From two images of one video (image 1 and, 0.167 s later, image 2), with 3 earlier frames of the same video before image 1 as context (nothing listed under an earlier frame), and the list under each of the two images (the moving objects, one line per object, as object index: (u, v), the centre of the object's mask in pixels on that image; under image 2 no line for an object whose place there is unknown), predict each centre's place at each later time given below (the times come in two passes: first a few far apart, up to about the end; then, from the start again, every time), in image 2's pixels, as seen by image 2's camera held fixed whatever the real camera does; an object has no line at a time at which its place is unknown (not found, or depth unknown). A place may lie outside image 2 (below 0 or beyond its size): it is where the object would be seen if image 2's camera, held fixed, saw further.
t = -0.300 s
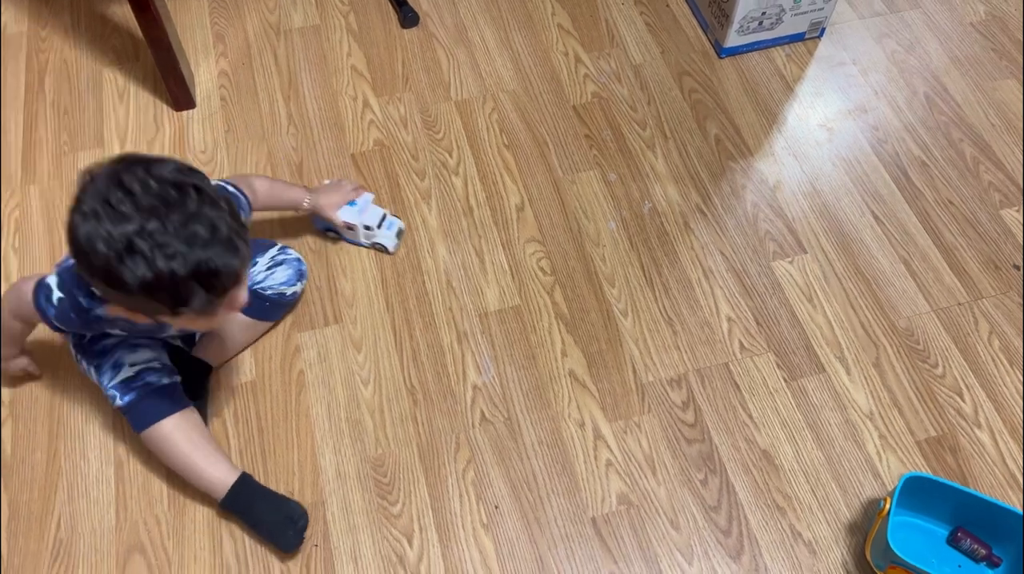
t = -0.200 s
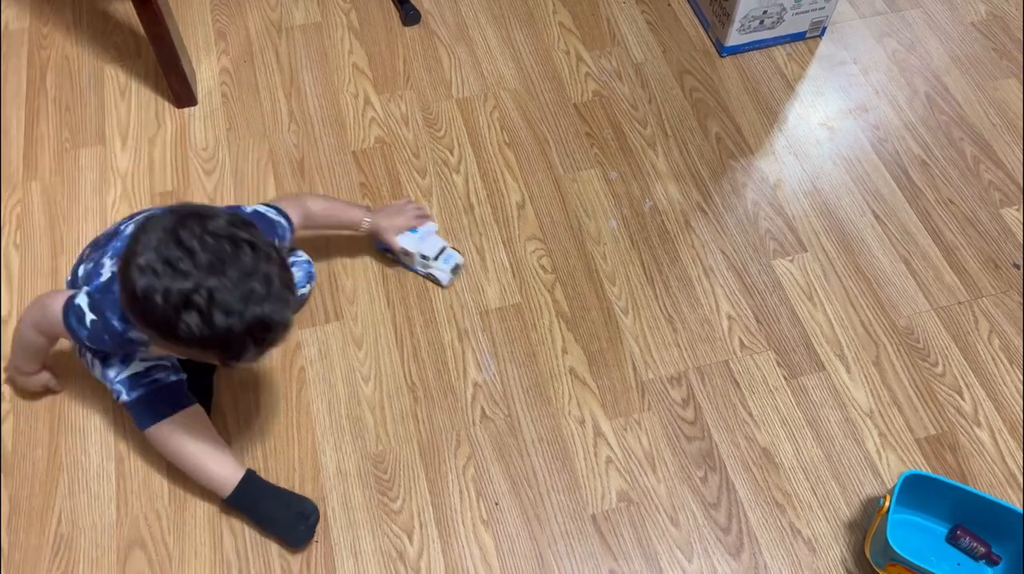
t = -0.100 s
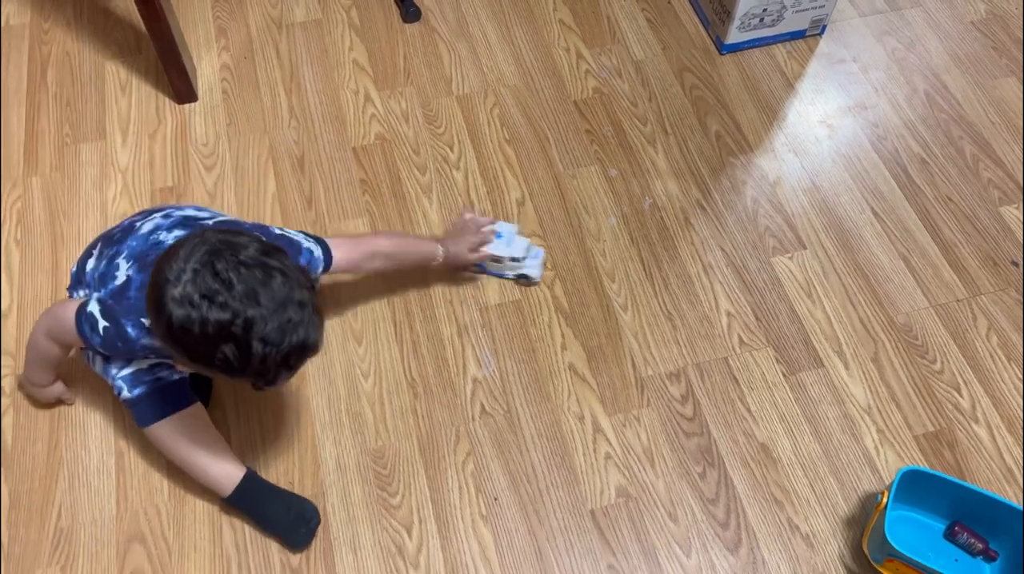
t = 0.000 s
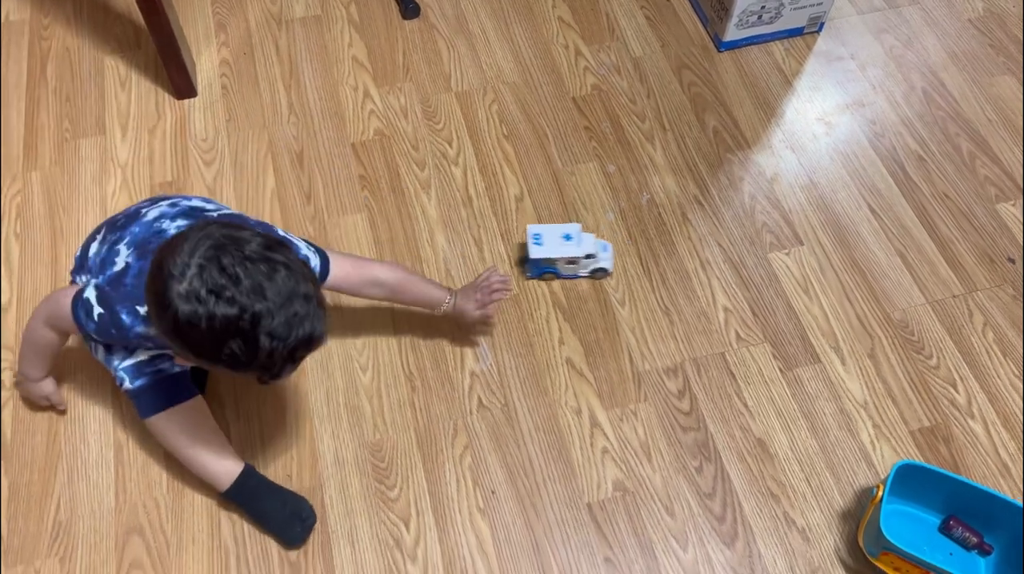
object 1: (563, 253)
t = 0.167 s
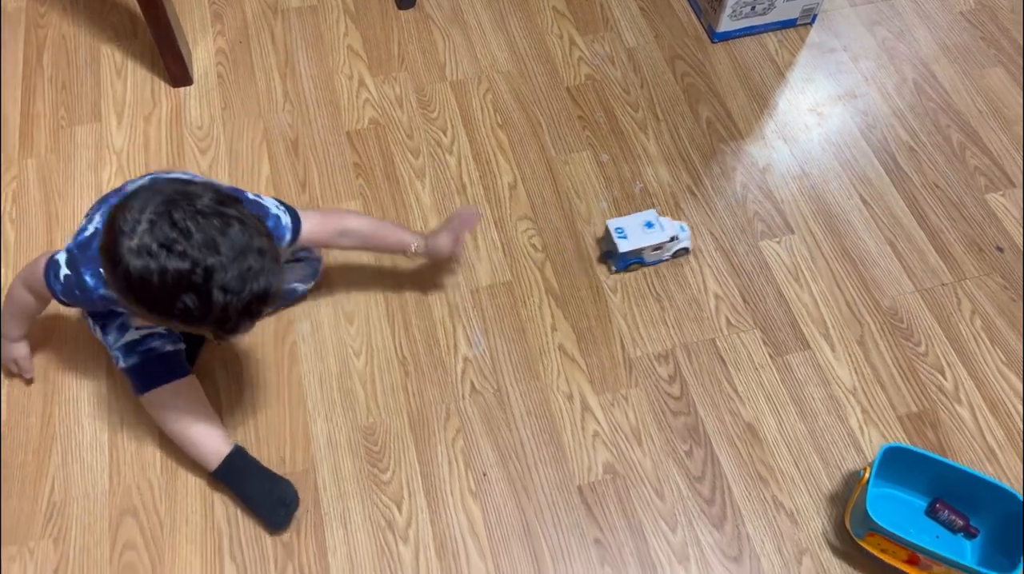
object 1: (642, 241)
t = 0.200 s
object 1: (655, 239)
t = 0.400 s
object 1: (704, 226)
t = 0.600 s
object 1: (744, 214)
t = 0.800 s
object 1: (780, 203)
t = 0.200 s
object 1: (655, 239)
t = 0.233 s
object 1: (666, 237)
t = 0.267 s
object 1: (675, 234)
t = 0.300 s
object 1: (684, 232)
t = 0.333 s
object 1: (691, 230)
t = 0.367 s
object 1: (697, 228)
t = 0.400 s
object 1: (704, 226)
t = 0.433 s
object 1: (711, 224)
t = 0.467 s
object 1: (718, 222)
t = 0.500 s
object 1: (724, 220)
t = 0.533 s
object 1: (731, 217)
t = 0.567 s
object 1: (737, 216)
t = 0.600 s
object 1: (744, 214)
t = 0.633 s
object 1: (750, 212)
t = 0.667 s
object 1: (756, 210)
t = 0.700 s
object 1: (762, 209)
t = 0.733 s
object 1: (768, 207)
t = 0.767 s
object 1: (774, 205)
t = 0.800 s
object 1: (780, 203)
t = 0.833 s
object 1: (786, 201)
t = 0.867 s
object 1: (792, 199)
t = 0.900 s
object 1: (798, 197)
